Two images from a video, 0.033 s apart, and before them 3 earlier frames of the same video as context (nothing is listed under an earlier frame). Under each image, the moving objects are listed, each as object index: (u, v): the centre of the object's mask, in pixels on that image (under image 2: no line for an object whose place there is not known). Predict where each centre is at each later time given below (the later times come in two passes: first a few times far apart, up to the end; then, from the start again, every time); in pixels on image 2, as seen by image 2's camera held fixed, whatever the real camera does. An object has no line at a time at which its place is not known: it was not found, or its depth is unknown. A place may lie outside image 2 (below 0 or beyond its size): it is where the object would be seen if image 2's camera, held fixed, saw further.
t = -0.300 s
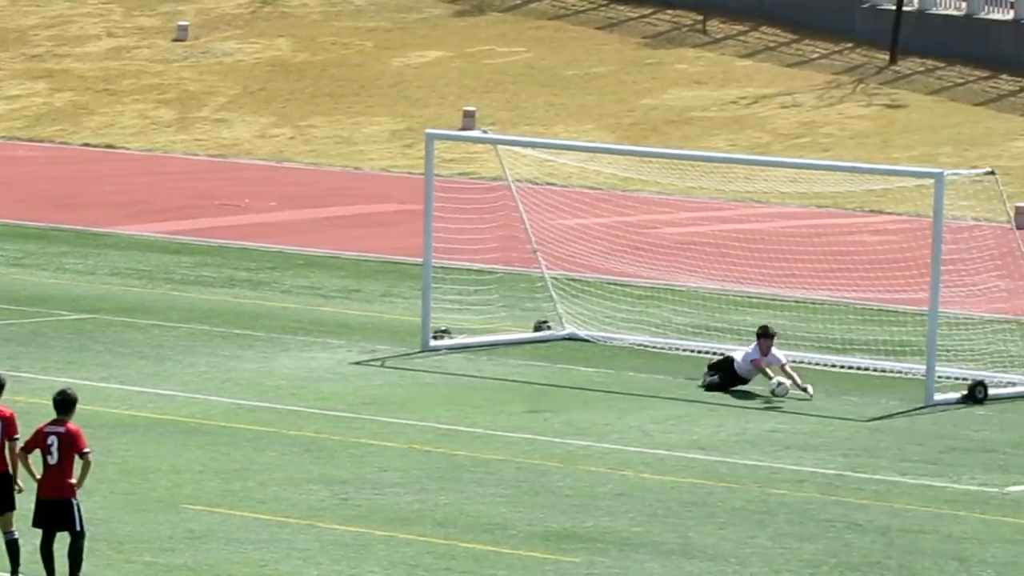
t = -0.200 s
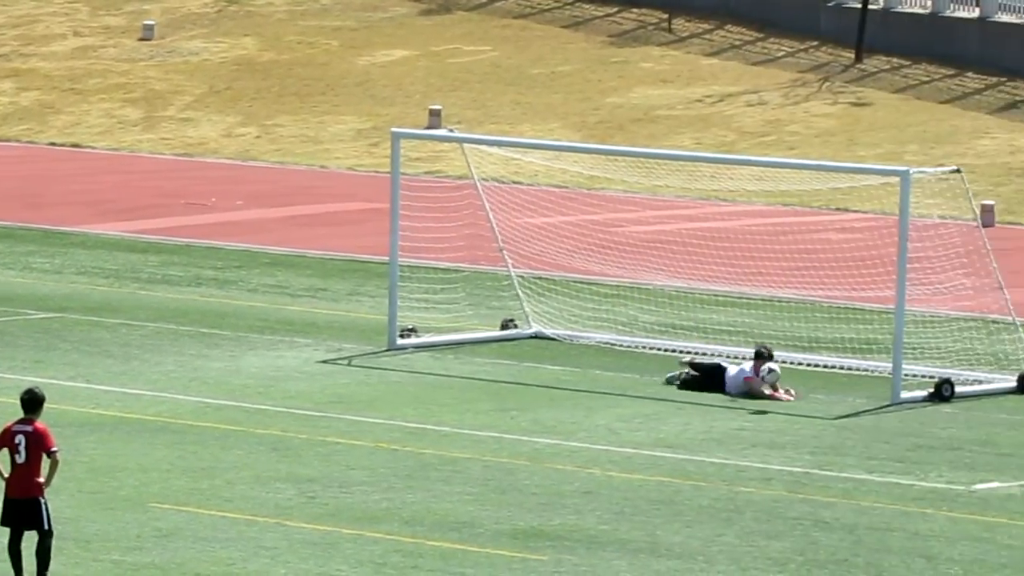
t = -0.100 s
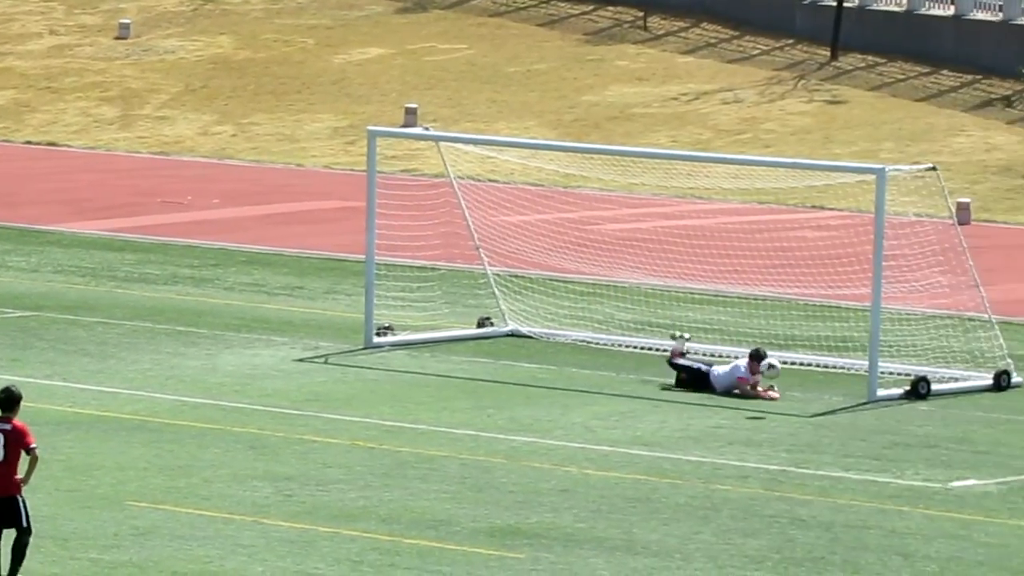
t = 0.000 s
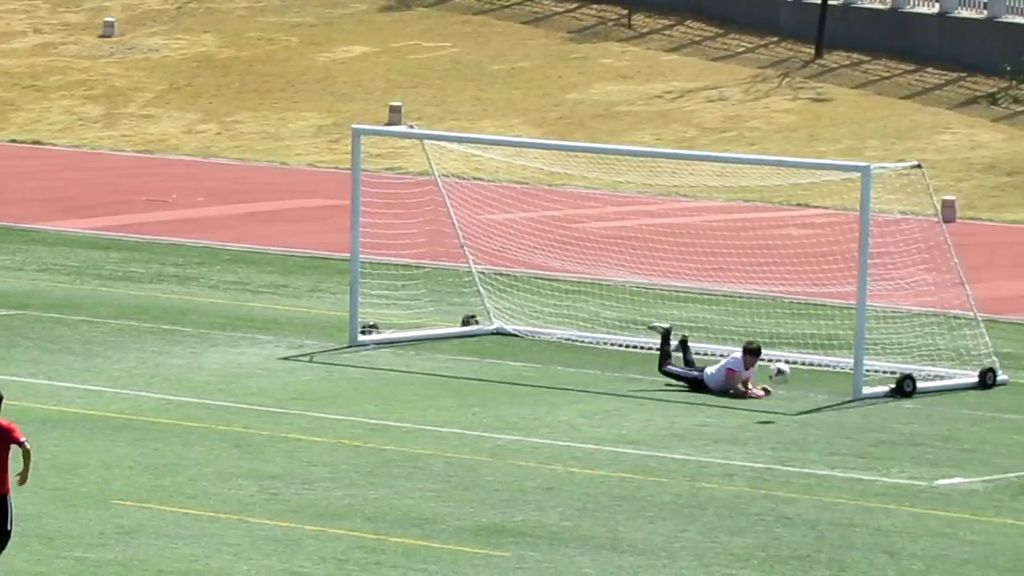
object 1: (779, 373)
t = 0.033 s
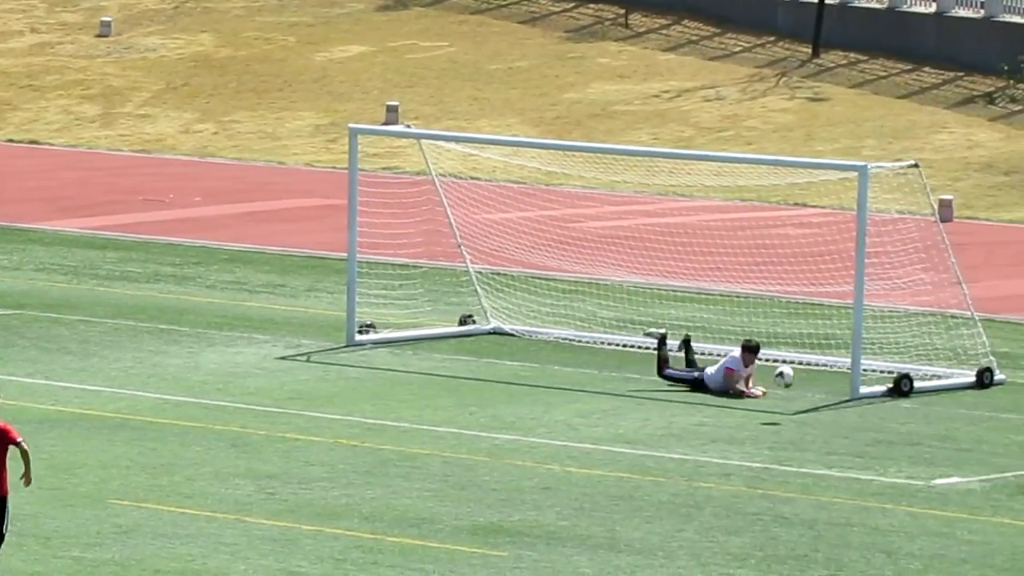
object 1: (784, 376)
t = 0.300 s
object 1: (847, 416)
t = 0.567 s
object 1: (914, 435)
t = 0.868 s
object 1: (986, 461)
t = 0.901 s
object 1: (994, 460)
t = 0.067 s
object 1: (792, 382)
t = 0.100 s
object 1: (800, 389)
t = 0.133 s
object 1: (808, 397)
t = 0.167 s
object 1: (816, 406)
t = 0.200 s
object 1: (824, 416)
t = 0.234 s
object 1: (831, 422)
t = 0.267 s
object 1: (839, 421)
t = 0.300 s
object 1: (847, 416)
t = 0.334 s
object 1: (856, 414)
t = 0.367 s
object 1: (864, 414)
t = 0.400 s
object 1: (873, 415)
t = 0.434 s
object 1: (881, 417)
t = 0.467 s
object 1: (889, 420)
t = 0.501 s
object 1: (898, 424)
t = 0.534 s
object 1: (906, 429)
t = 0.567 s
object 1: (914, 435)
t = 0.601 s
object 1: (922, 443)
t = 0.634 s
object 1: (931, 447)
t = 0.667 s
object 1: (938, 446)
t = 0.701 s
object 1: (946, 445)
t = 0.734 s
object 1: (954, 446)
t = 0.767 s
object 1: (962, 448)
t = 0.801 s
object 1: (970, 451)
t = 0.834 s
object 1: (978, 457)
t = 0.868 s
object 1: (986, 461)
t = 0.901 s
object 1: (994, 460)
